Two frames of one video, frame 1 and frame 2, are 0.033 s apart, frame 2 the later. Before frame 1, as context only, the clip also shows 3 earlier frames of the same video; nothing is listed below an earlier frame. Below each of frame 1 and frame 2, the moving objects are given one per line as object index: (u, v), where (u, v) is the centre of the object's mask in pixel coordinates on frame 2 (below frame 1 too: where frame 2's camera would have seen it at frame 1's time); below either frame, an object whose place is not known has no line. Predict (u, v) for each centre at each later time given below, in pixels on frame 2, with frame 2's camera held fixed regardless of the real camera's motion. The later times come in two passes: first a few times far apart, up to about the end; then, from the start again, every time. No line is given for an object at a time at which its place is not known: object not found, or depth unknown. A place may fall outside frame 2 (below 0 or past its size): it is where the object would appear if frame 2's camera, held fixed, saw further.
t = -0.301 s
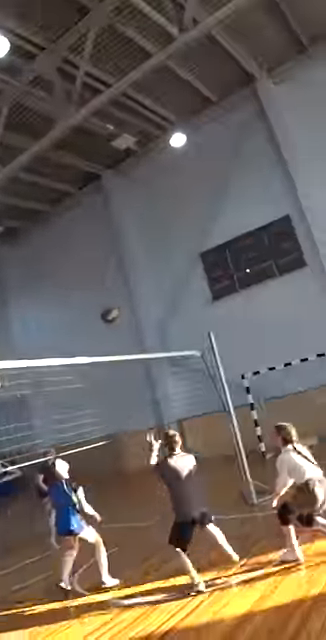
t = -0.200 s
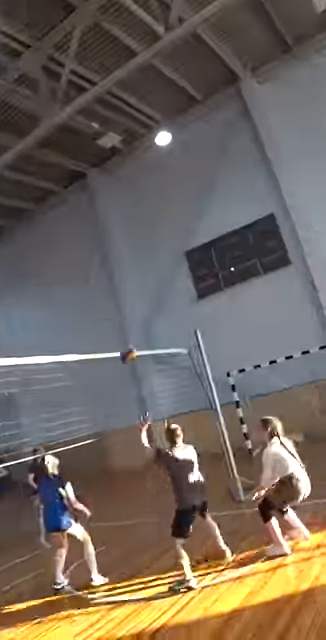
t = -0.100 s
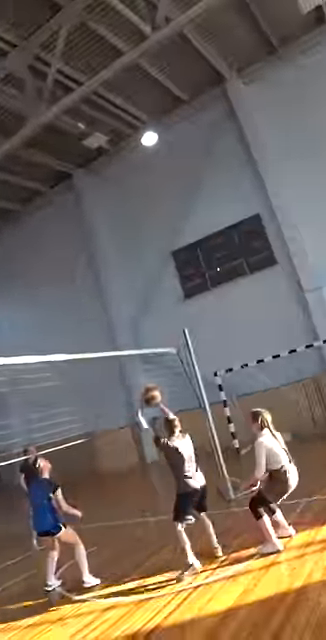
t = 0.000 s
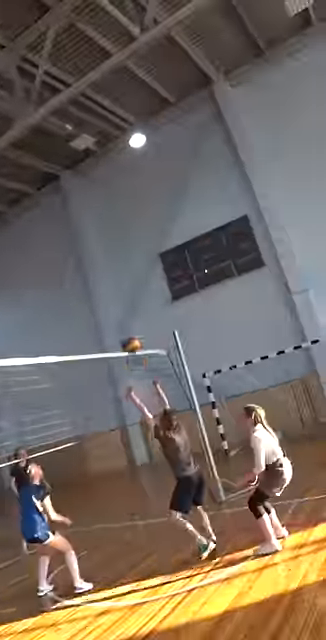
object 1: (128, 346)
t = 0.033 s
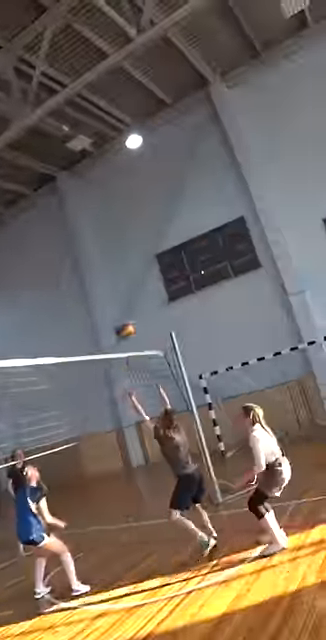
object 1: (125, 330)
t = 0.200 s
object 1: (111, 264)
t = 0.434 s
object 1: (96, 210)
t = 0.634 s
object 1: (99, 201)
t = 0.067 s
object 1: (122, 315)
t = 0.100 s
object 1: (119, 301)
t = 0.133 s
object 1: (115, 286)
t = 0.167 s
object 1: (113, 275)
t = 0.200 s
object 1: (111, 264)
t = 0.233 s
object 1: (109, 255)
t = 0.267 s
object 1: (106, 246)
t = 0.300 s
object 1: (105, 237)
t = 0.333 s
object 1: (103, 229)
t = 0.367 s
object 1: (99, 221)
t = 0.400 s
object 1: (97, 215)
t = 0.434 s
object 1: (96, 210)
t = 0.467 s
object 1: (95, 206)
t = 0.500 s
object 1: (95, 203)
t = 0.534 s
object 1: (95, 200)
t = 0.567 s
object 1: (96, 200)
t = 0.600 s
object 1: (97, 199)
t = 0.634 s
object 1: (99, 201)
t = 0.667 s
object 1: (97, 201)
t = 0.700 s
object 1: (99, 204)
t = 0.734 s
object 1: (102, 208)
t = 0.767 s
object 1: (104, 213)
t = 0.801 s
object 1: (105, 216)
